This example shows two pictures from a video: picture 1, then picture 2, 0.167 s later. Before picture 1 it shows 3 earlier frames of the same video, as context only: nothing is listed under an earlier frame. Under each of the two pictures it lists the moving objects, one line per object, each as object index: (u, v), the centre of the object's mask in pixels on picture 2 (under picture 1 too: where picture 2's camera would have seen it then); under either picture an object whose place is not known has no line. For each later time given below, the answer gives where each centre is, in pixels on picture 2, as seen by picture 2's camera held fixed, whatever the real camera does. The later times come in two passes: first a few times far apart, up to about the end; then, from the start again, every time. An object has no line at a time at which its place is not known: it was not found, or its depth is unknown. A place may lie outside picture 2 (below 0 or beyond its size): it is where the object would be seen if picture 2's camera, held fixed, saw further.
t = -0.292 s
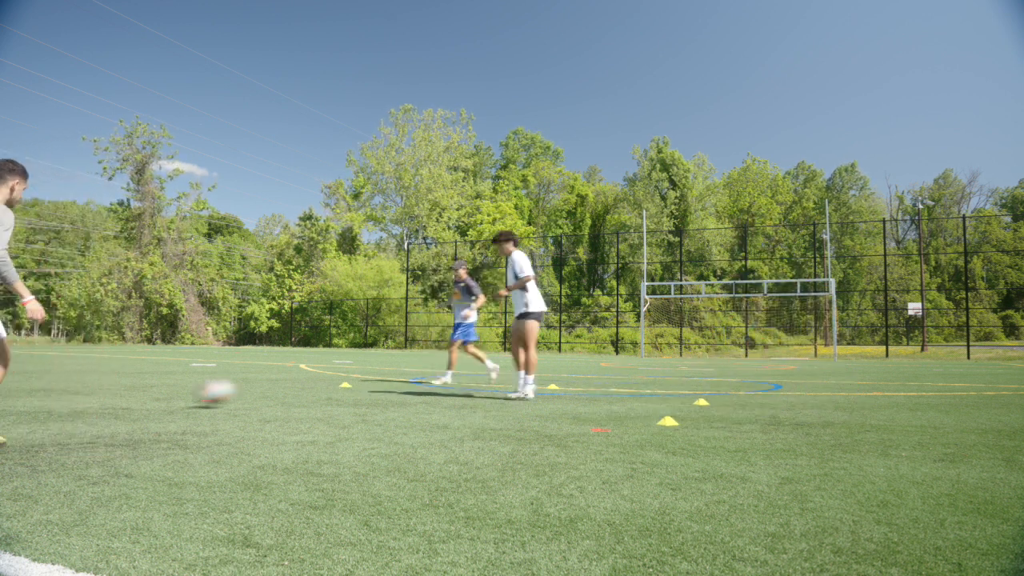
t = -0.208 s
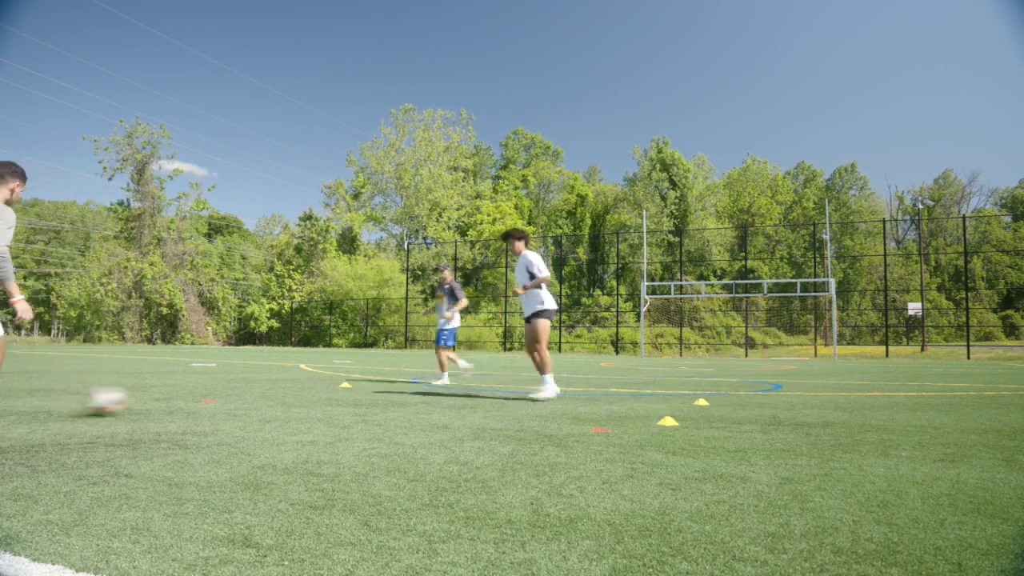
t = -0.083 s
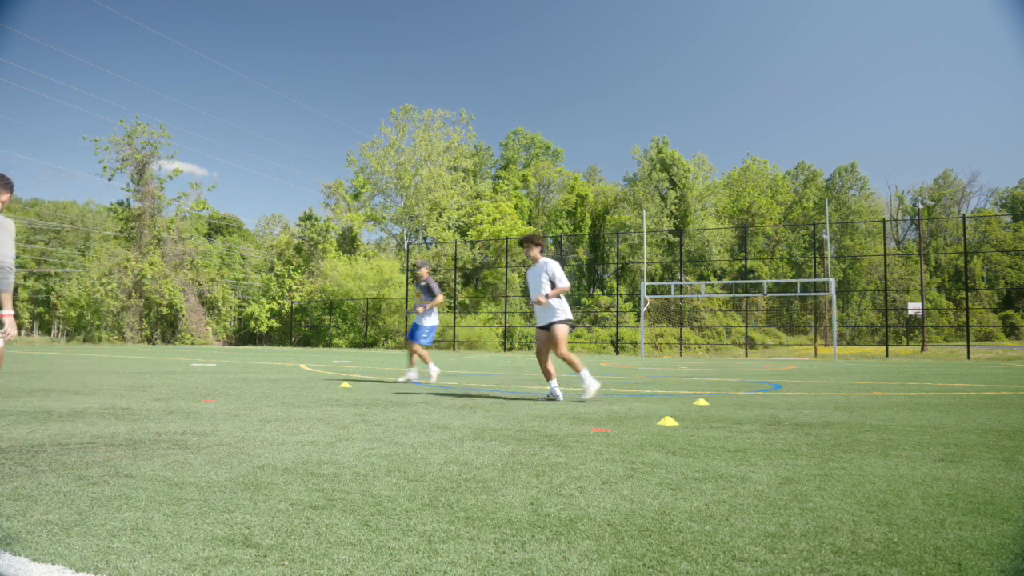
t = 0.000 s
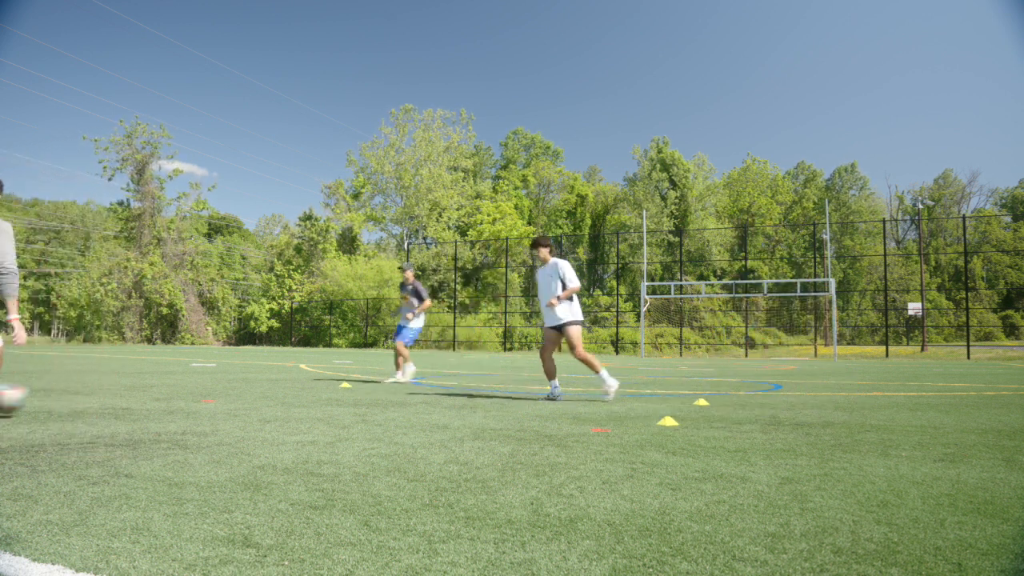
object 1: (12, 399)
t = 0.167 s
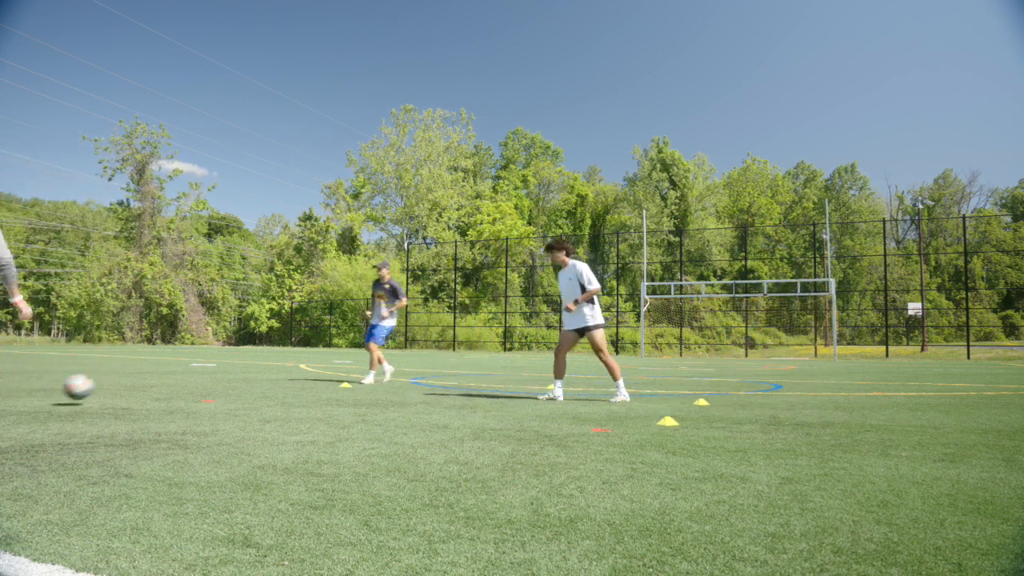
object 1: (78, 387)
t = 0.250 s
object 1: (101, 388)
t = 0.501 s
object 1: (142, 382)
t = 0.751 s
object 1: (167, 378)
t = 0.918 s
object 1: (179, 375)
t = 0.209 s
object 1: (90, 386)
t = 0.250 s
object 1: (101, 388)
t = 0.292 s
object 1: (111, 387)
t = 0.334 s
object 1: (117, 383)
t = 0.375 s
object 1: (124, 381)
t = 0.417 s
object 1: (130, 380)
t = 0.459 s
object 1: (136, 381)
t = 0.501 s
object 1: (142, 382)
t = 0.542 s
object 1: (146, 380)
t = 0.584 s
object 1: (151, 380)
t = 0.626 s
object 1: (155, 380)
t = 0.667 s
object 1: (159, 379)
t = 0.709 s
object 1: (163, 378)
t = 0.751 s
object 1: (167, 378)
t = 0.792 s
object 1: (170, 377)
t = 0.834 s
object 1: (173, 376)
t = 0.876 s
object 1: (176, 376)
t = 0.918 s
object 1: (179, 375)
